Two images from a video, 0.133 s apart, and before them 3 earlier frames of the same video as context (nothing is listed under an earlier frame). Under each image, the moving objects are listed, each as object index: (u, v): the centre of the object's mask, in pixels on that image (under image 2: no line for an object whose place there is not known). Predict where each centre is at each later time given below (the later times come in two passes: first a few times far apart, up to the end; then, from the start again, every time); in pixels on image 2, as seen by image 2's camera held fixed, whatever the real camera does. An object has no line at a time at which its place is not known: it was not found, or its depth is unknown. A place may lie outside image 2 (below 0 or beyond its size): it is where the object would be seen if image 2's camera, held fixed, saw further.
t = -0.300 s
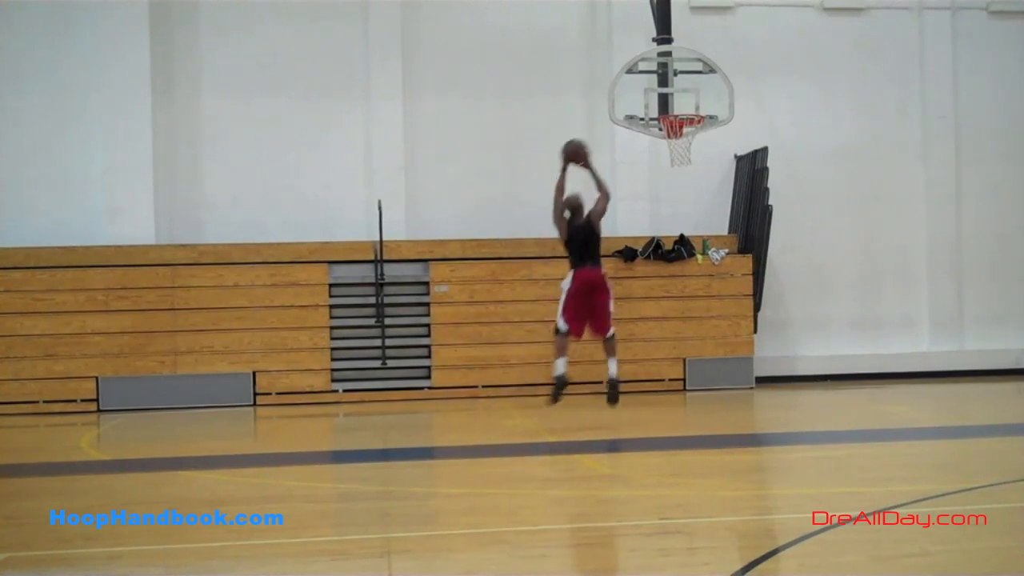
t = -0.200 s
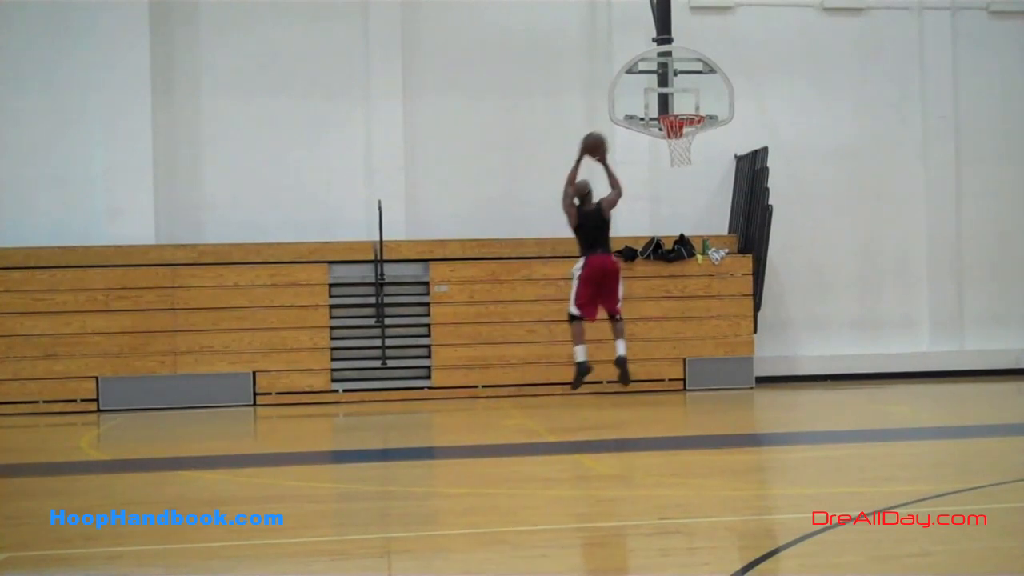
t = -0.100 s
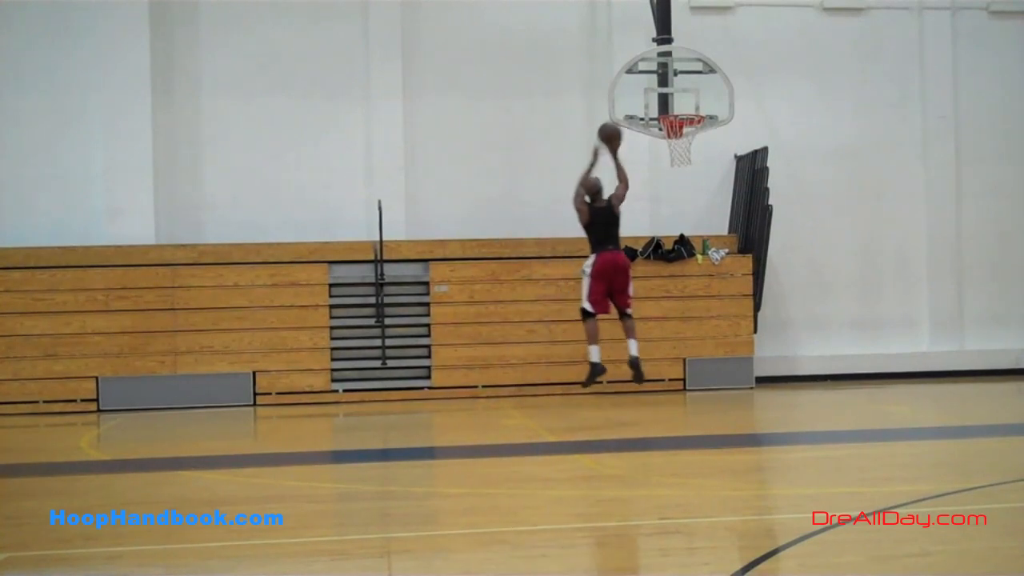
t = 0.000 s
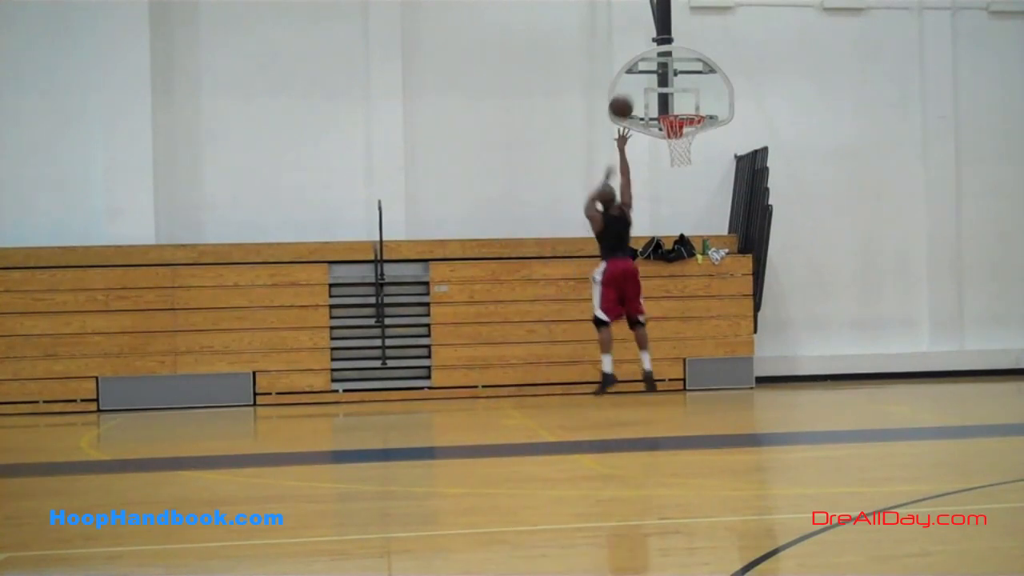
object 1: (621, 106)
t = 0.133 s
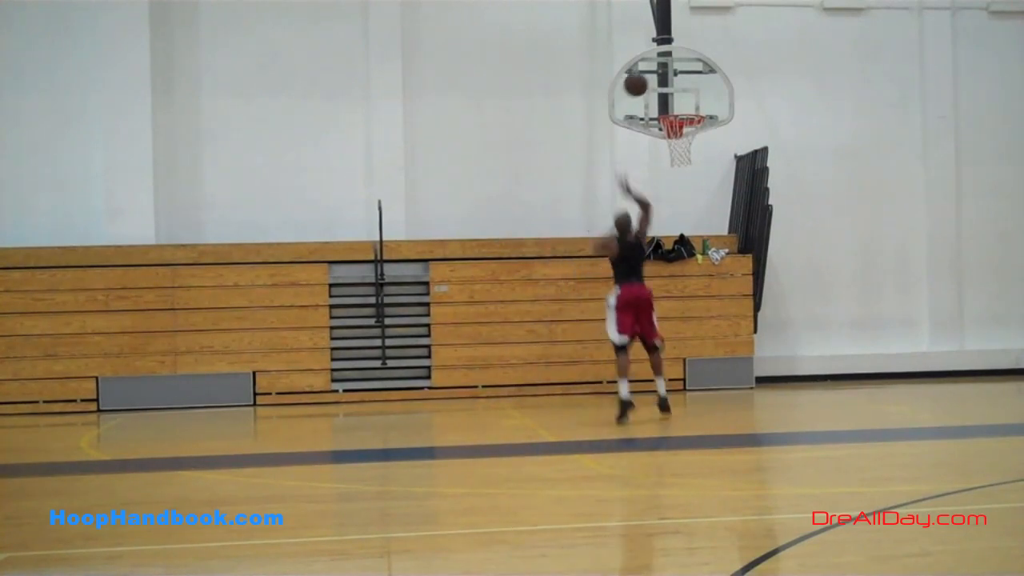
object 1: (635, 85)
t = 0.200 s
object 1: (643, 80)
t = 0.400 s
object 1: (664, 91)
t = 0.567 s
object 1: (683, 127)
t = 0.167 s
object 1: (639, 82)
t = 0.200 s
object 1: (643, 80)
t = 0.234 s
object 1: (647, 79)
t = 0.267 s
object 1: (649, 79)
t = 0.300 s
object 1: (654, 81)
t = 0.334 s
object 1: (657, 83)
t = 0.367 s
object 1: (661, 87)
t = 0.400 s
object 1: (664, 91)
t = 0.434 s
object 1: (668, 97)
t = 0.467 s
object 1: (672, 103)
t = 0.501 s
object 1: (676, 108)
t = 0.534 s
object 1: (678, 121)
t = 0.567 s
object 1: (683, 127)
